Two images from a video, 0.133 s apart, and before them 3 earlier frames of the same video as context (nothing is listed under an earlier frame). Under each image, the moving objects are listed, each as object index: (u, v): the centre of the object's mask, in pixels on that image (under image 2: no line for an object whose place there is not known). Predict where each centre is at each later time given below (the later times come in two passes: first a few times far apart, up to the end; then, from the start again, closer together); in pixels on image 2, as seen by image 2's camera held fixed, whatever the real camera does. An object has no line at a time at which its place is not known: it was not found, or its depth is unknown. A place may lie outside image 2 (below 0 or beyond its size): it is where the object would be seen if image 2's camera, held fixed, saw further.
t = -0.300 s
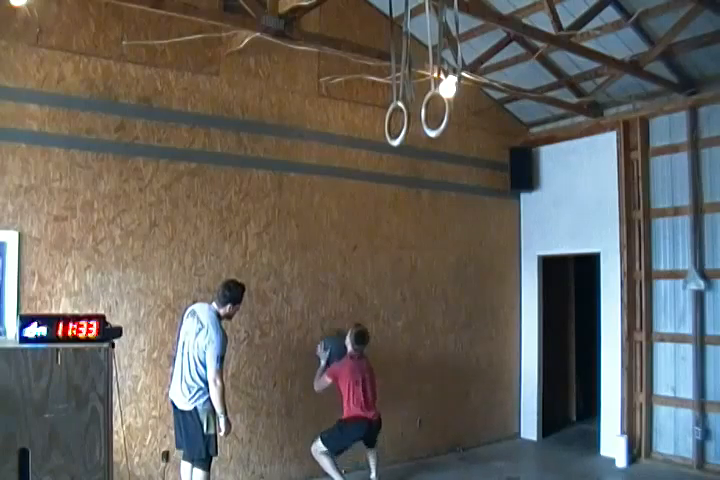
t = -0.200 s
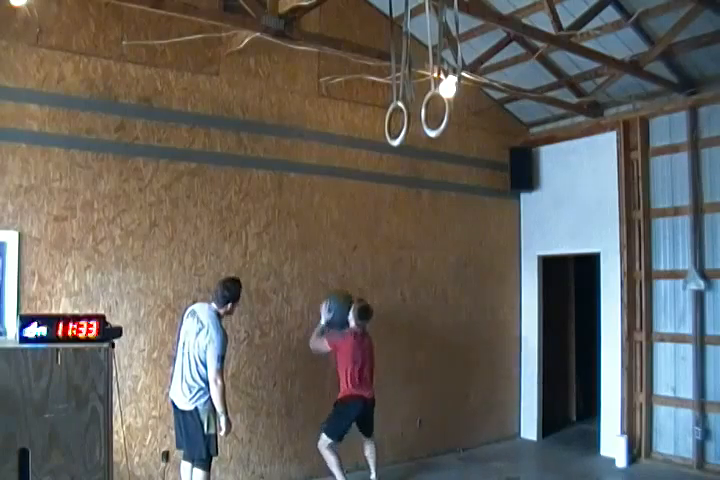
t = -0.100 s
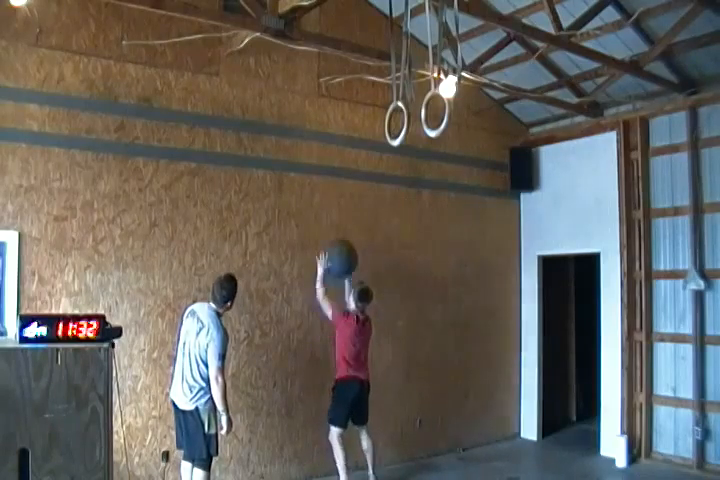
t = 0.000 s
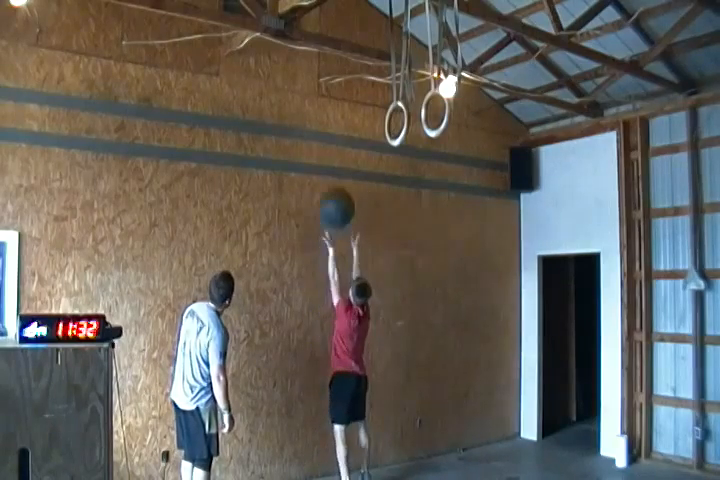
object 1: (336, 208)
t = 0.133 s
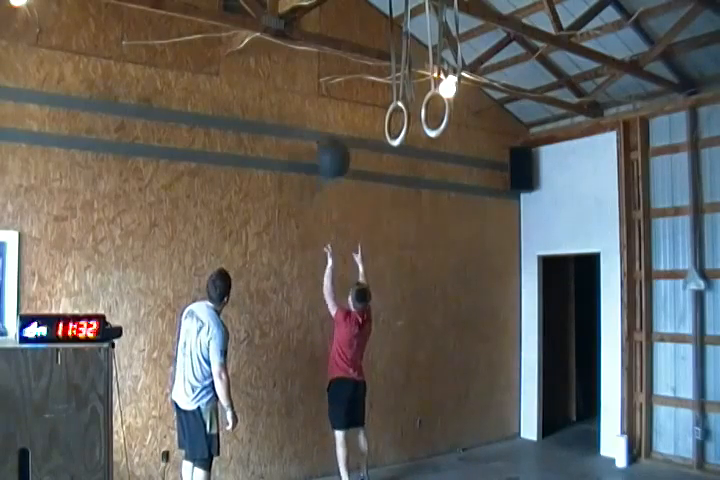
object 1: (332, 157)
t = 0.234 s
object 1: (329, 136)
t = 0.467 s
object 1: (327, 124)
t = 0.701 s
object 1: (332, 174)
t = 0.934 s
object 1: (334, 284)
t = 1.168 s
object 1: (336, 457)
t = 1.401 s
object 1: (335, 457)
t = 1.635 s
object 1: (333, 467)
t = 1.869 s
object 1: (332, 468)
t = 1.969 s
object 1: (332, 468)
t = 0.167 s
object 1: (331, 149)
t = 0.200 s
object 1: (330, 141)
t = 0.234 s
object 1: (329, 136)
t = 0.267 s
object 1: (329, 130)
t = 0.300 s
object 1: (327, 125)
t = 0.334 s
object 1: (326, 123)
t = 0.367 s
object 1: (326, 122)
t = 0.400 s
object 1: (326, 122)
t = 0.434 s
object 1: (327, 122)
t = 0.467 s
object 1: (327, 124)
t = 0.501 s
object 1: (328, 127)
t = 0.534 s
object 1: (329, 132)
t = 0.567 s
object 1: (330, 138)
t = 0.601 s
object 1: (330, 144)
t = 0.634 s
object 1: (331, 153)
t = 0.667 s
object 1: (331, 164)
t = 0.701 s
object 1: (332, 174)
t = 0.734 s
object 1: (333, 186)
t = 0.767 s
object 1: (333, 200)
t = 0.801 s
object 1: (334, 214)
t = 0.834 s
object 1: (332, 230)
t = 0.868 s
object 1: (334, 246)
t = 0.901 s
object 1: (335, 265)
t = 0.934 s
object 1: (334, 284)
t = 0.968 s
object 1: (335, 302)
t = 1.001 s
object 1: (332, 321)
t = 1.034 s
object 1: (329, 343)
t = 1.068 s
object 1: (333, 372)
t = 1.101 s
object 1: (336, 404)
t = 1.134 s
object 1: (337, 429)
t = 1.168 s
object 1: (336, 457)
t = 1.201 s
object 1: (337, 468)
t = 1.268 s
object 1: (336, 462)
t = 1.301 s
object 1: (336, 460)
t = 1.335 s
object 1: (336, 458)
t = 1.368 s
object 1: (335, 457)
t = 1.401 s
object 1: (335, 457)
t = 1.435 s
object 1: (334, 459)
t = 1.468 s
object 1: (334, 460)
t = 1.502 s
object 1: (334, 463)
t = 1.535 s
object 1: (333, 466)
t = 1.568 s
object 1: (333, 469)
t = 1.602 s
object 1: (333, 468)
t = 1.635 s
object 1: (333, 467)
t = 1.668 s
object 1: (332, 467)
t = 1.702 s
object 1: (332, 468)
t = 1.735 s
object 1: (332, 468)
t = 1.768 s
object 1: (332, 468)
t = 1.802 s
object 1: (332, 468)
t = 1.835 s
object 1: (332, 468)
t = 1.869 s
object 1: (332, 468)
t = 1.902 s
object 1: (332, 468)
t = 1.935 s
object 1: (332, 468)
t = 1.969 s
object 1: (332, 468)
